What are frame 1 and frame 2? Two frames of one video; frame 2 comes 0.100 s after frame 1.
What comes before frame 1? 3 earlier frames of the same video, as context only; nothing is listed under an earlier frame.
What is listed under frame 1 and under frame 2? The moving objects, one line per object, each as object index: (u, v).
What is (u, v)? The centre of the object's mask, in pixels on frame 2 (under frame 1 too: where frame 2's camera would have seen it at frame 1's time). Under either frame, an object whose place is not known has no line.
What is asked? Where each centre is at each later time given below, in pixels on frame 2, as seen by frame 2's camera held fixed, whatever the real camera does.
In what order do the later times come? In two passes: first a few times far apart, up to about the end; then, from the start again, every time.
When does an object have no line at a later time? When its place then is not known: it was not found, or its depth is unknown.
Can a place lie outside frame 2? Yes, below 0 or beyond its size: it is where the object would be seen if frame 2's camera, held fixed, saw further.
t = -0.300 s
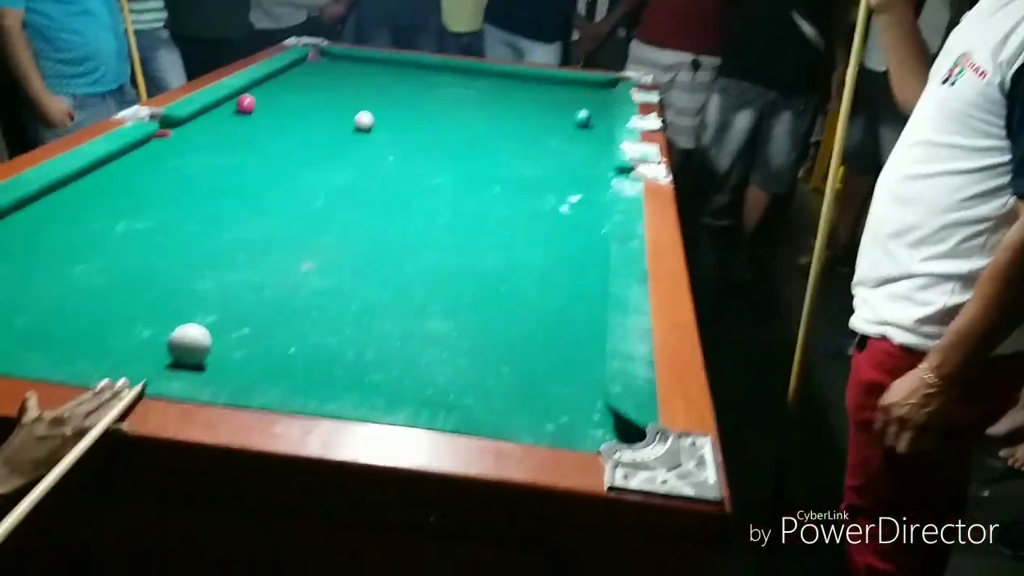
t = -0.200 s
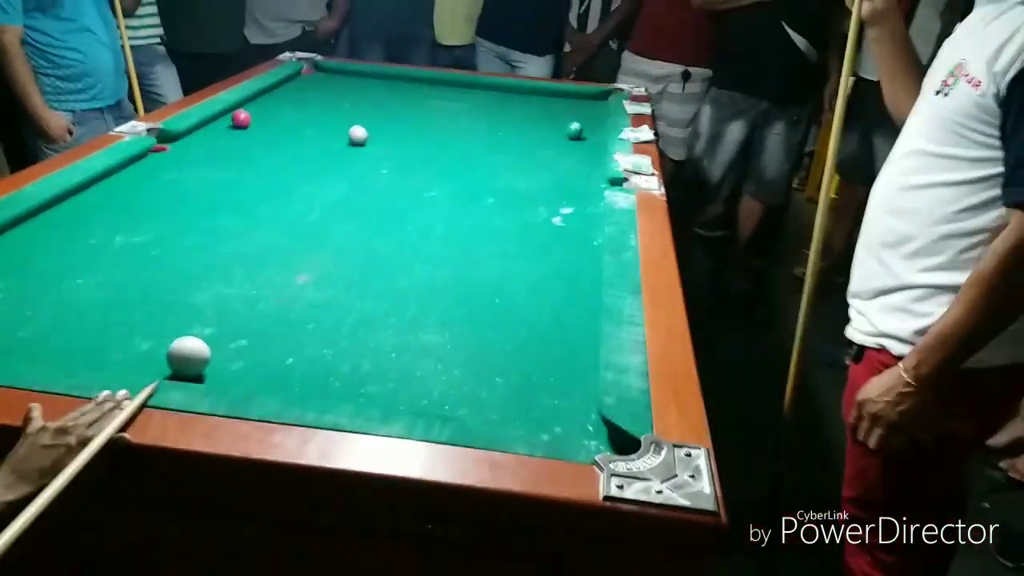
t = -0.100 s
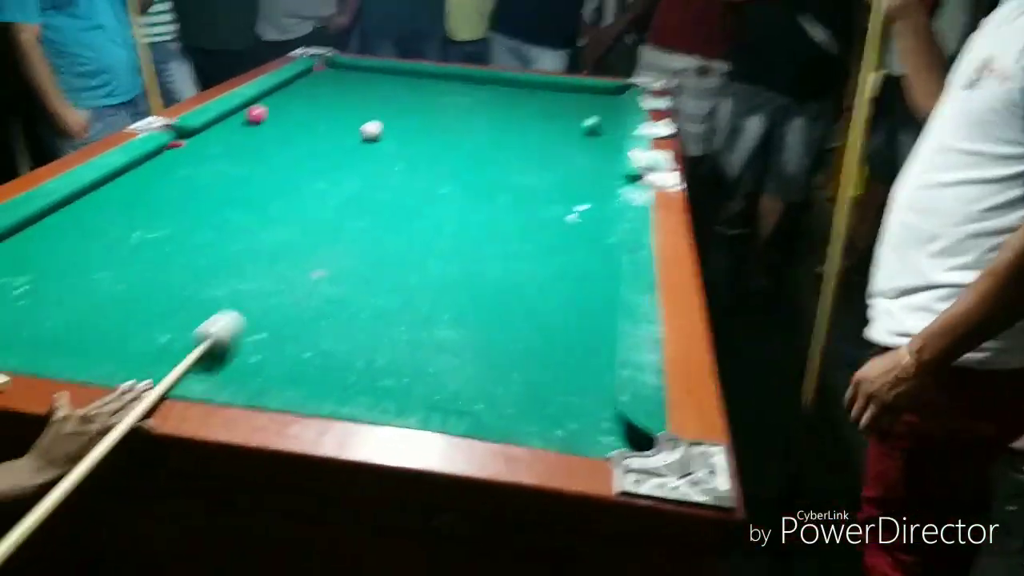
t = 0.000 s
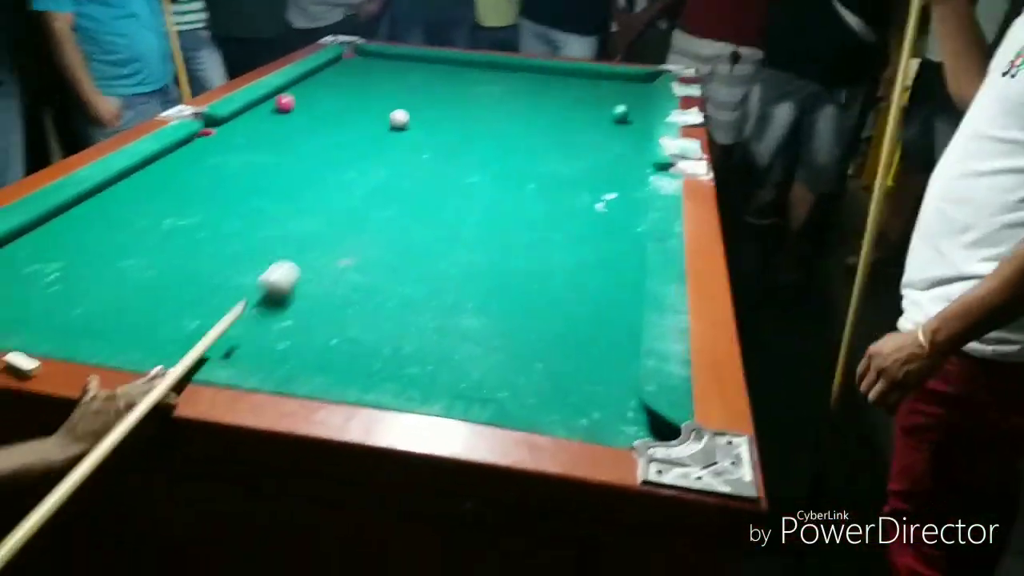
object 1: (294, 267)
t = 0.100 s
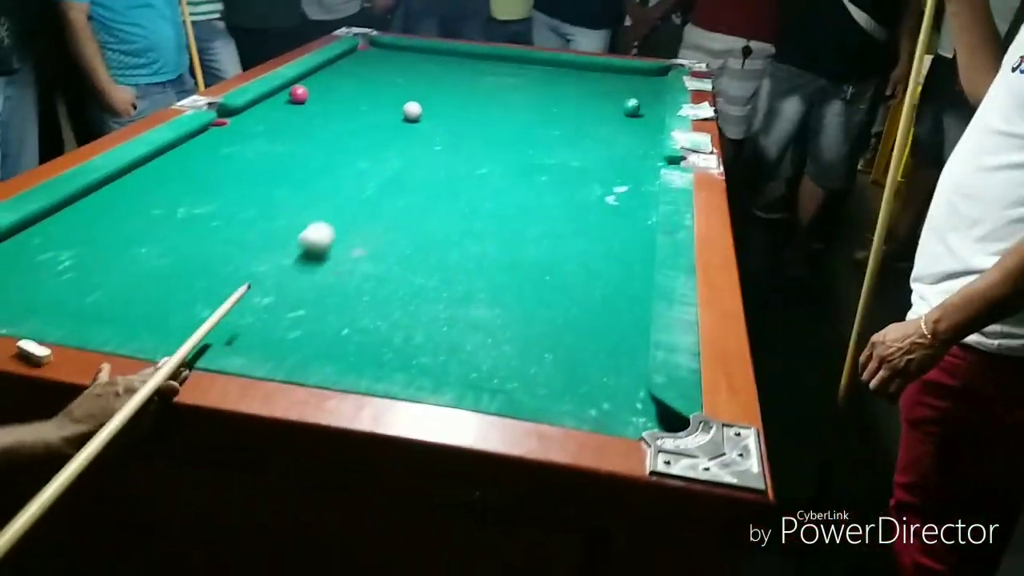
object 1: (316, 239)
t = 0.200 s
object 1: (338, 213)
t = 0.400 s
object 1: (373, 170)
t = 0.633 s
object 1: (403, 133)
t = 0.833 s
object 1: (428, 114)
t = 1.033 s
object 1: (454, 107)
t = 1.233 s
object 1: (478, 101)
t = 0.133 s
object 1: (324, 230)
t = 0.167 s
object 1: (331, 222)
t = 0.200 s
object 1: (338, 213)
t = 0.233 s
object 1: (344, 205)
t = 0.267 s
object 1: (351, 198)
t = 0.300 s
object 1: (357, 190)
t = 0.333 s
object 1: (363, 183)
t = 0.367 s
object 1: (368, 176)
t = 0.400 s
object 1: (373, 170)
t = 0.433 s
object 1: (378, 164)
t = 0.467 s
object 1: (382, 159)
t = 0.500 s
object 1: (387, 153)
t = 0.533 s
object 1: (391, 148)
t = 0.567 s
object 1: (395, 142)
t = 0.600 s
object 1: (400, 137)
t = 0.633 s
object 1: (403, 133)
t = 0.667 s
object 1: (407, 128)
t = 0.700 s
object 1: (410, 123)
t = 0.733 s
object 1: (414, 120)
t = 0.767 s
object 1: (417, 116)
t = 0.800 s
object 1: (423, 115)
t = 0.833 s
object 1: (428, 114)
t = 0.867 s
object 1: (433, 113)
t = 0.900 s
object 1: (437, 111)
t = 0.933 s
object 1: (441, 110)
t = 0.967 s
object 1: (446, 109)
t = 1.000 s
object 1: (450, 108)
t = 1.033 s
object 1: (454, 107)
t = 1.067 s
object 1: (458, 106)
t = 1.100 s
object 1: (462, 105)
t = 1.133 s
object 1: (466, 104)
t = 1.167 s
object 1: (470, 103)
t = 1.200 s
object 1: (474, 102)
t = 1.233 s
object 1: (478, 101)
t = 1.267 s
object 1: (482, 100)
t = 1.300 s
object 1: (485, 99)
